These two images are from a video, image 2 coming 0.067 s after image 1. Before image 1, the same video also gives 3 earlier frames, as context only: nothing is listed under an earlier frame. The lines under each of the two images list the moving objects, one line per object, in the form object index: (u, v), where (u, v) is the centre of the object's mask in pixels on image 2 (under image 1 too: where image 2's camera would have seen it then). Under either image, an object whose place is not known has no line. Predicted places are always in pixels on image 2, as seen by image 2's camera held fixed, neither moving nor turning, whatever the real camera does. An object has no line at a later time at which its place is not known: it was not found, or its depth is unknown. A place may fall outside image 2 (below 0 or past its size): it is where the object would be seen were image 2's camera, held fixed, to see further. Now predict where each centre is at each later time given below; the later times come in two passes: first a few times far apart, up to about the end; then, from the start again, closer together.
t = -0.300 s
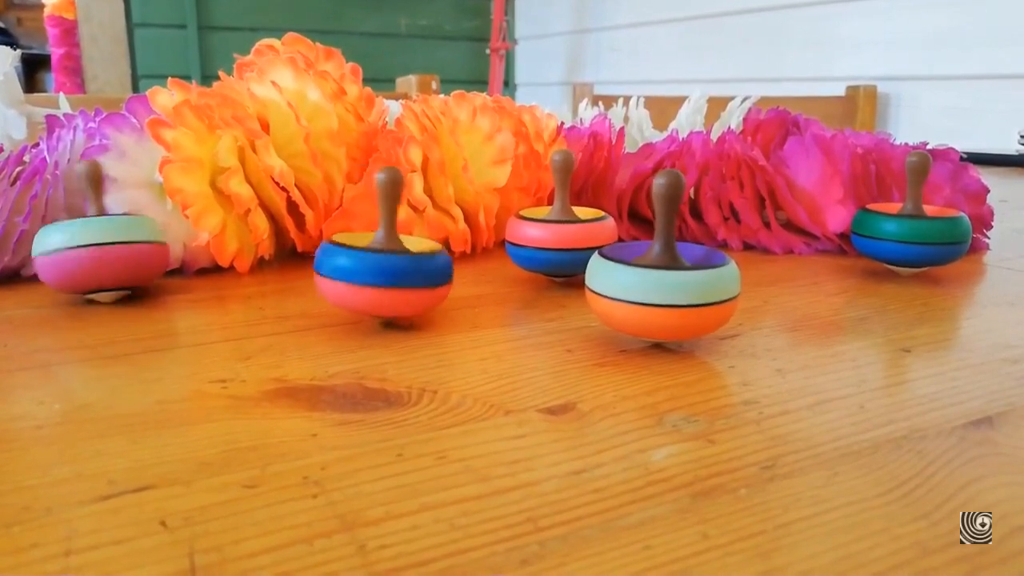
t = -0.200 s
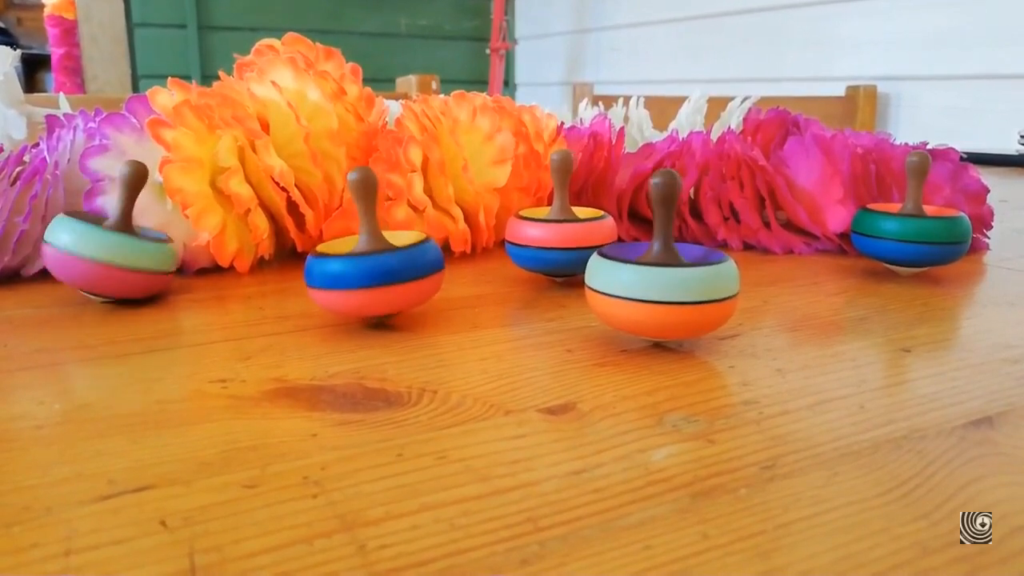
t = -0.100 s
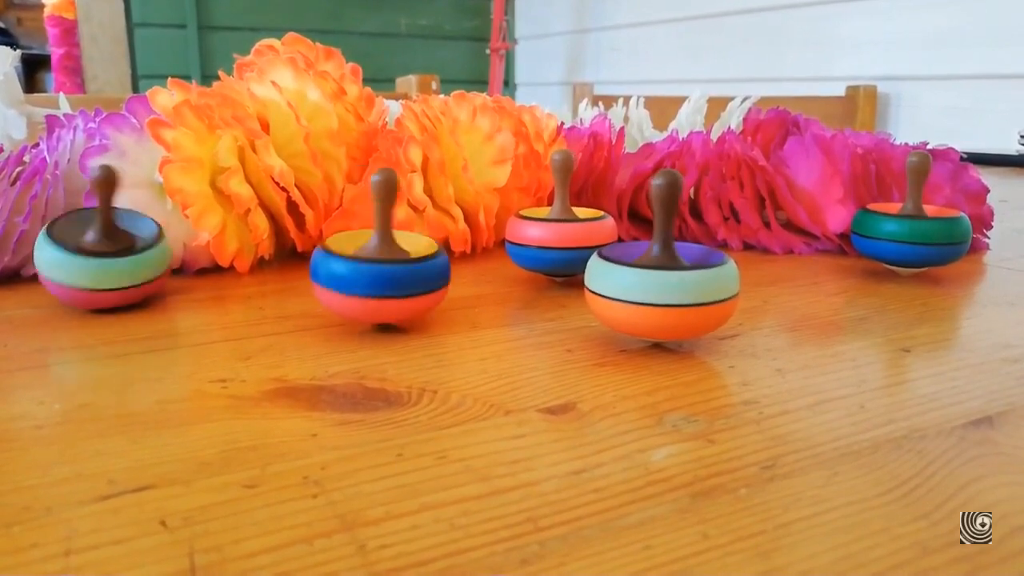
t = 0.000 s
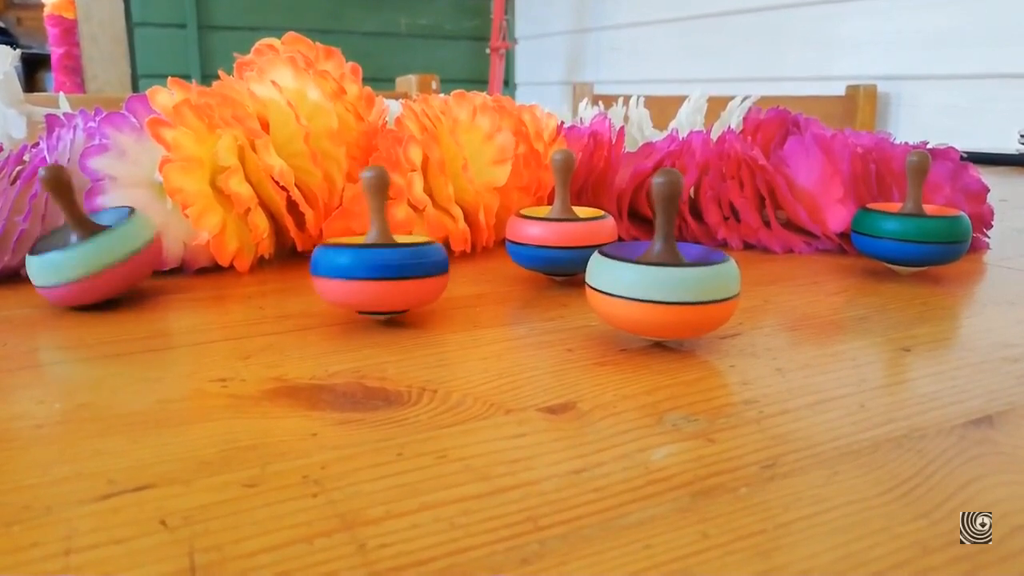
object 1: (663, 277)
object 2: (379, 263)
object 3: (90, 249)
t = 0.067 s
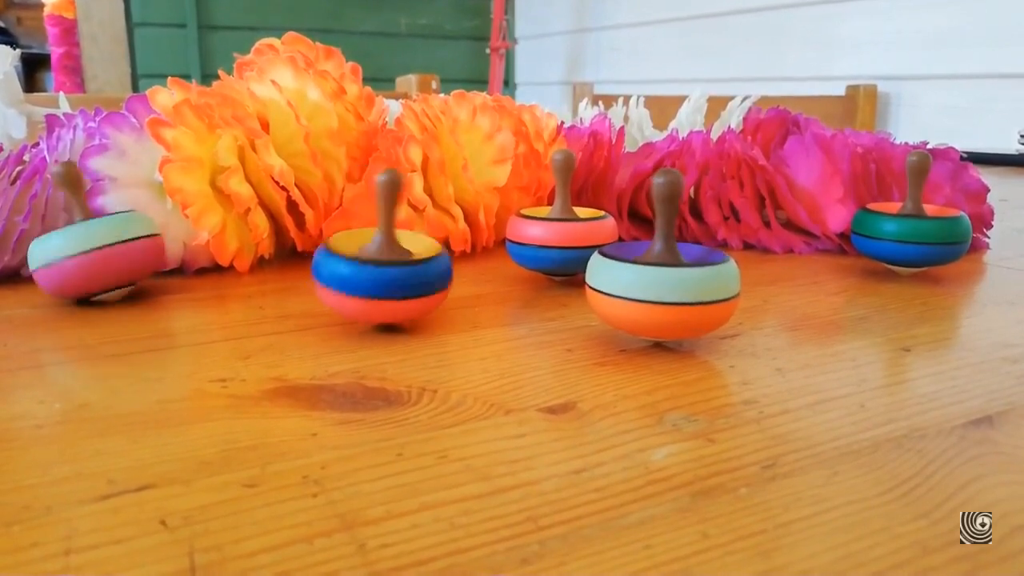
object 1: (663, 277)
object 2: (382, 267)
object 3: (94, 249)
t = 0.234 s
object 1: (661, 278)
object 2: (382, 266)
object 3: (106, 247)
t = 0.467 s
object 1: (663, 278)
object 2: (373, 264)
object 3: (91, 249)
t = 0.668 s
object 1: (663, 278)
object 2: (376, 264)
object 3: (97, 247)
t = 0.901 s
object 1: (662, 277)
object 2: (382, 263)
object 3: (82, 249)
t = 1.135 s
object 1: (663, 277)
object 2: (381, 265)
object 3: (82, 248)
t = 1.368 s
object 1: (661, 277)
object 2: (371, 265)
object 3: (66, 249)
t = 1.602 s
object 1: (663, 277)
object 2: (378, 263)
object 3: (61, 248)
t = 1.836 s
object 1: (661, 277)
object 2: (382, 263)
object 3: (57, 242)
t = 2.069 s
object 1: (662, 278)
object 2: (374, 265)
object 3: (57, 241)
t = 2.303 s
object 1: (662, 277)
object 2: (372, 264)
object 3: (55, 243)
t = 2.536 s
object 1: (663, 278)
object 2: (376, 263)
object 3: (55, 242)
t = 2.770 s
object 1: (663, 277)
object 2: (375, 264)
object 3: (55, 242)
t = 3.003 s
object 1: (662, 277)
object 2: (380, 264)
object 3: (55, 242)
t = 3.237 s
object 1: (661, 278)
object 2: (383, 263)
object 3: (55, 242)
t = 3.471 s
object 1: (662, 277)
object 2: (388, 264)
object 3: (55, 242)
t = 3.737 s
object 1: (661, 277)
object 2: (377, 265)
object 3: (55, 242)
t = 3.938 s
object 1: (660, 277)
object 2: (381, 268)
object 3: (55, 242)
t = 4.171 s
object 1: (659, 279)
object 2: (374, 266)
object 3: (55, 242)
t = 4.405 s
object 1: (663, 279)
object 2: (376, 269)
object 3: (54, 242)
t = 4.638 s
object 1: (662, 278)
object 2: (379, 264)
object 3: (54, 242)
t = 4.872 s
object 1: (668, 279)
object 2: (372, 269)
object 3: (55, 242)
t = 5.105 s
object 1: (672, 278)
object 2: (379, 268)
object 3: (55, 242)
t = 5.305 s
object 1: (652, 277)
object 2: (379, 263)
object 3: (55, 242)
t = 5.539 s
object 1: (660, 280)
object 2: (377, 266)
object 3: (55, 242)
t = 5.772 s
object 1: (672, 278)
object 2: (388, 269)
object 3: (54, 242)
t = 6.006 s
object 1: (659, 273)
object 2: (384, 262)
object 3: (52, 242)
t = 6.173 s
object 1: (668, 285)
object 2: (377, 263)
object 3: (51, 242)
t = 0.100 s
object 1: (662, 278)
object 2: (375, 266)
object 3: (97, 247)
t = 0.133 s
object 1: (663, 277)
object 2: (373, 263)
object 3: (100, 247)
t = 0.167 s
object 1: (662, 277)
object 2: (377, 263)
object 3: (102, 248)
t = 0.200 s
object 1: (663, 278)
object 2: (384, 263)
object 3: (104, 248)
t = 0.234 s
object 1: (661, 278)
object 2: (382, 266)
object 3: (106, 247)
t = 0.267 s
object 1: (663, 277)
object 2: (375, 266)
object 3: (103, 248)
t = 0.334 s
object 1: (663, 278)
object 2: (377, 263)
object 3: (99, 251)
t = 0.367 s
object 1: (661, 278)
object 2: (382, 264)
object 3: (97, 250)
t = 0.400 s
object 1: (663, 278)
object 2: (383, 266)
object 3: (95, 248)
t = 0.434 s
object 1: (661, 277)
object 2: (376, 266)
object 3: (92, 248)
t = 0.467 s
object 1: (663, 278)
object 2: (373, 264)
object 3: (91, 249)
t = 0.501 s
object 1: (661, 277)
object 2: (375, 263)
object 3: (93, 248)
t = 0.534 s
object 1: (663, 278)
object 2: (382, 264)
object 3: (94, 247)
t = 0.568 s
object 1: (662, 277)
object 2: (383, 265)
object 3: (96, 248)
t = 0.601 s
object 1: (663, 277)
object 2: (378, 267)
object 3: (97, 247)
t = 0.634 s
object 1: (662, 277)
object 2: (371, 264)
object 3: (98, 249)
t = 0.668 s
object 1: (663, 278)
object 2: (376, 264)
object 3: (97, 247)
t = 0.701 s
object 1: (662, 277)
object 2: (382, 264)
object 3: (95, 247)
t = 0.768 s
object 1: (662, 277)
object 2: (381, 268)
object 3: (94, 250)
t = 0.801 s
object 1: (663, 278)
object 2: (373, 266)
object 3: (92, 249)
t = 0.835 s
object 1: (661, 277)
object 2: (371, 263)
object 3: (88, 248)
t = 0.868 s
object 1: (663, 277)
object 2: (377, 264)
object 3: (84, 249)
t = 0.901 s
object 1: (662, 277)
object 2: (382, 263)
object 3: (82, 249)
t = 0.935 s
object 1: (663, 278)
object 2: (382, 264)
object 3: (82, 250)
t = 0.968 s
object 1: (662, 277)
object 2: (377, 266)
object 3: (83, 249)
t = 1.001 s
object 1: (663, 278)
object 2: (373, 263)
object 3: (84, 248)
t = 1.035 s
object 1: (661, 278)
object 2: (375, 262)
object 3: (84, 248)
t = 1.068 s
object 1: (663, 278)
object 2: (380, 264)
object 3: (83, 248)
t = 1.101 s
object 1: (661, 278)
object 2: (384, 263)
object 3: (82, 249)
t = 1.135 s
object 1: (663, 277)
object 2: (381, 265)
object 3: (82, 248)
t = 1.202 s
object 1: (663, 278)
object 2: (373, 263)
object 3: (81, 249)
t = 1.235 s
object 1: (661, 277)
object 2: (378, 263)
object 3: (79, 249)
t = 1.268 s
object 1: (663, 278)
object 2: (382, 264)
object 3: (75, 250)
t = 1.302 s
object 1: (661, 277)
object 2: (383, 266)
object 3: (70, 250)
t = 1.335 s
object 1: (663, 277)
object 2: (375, 267)
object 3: (66, 248)
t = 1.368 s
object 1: (661, 277)
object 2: (371, 265)
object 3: (66, 249)
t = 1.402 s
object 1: (663, 277)
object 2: (373, 263)
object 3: (66, 249)
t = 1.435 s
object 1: (661, 277)
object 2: (381, 265)
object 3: (66, 246)
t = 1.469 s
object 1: (663, 278)
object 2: (384, 264)
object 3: (66, 247)
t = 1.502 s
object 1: (661, 277)
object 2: (380, 266)
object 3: (65, 247)
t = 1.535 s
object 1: (663, 277)
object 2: (372, 266)
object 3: (64, 248)
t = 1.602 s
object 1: (663, 277)
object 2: (378, 263)
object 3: (61, 248)
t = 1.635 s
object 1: (661, 277)
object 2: (386, 264)
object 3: (61, 247)
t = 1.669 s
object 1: (663, 277)
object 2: (386, 266)
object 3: (60, 246)
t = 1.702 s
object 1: (661, 277)
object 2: (378, 268)
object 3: (60, 246)
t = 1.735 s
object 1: (663, 278)
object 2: (372, 266)
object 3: (59, 245)
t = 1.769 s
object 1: (661, 277)
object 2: (372, 263)
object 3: (58, 244)
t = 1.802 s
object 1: (663, 278)
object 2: (379, 263)
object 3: (57, 243)
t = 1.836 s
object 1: (661, 277)
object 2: (382, 263)
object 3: (57, 242)
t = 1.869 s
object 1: (661, 277)
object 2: (375, 265)
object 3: (57, 241)
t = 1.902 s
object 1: (663, 277)
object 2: (373, 263)
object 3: (57, 241)
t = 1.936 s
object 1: (661, 277)
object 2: (374, 263)
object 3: (57, 240)
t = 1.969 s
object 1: (663, 277)
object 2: (381, 264)
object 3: (57, 240)
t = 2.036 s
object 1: (663, 277)
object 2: (381, 265)
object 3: (57, 241)
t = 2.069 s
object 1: (662, 278)
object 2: (374, 265)
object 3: (57, 241)
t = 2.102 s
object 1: (663, 277)
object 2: (373, 263)
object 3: (57, 241)
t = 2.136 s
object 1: (662, 277)
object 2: (377, 262)
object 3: (56, 241)
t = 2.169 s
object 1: (663, 277)
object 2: (381, 264)
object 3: (56, 242)
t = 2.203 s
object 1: (662, 278)
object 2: (380, 266)
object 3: (56, 242)
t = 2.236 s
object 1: (662, 277)
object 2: (374, 265)
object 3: (55, 242)
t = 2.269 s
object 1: (662, 277)
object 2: (371, 265)
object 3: (55, 242)
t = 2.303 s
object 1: (662, 277)
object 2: (372, 264)
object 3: (55, 243)
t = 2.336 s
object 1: (662, 277)
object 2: (379, 264)
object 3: (55, 242)
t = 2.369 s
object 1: (662, 277)
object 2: (383, 263)
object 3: (55, 242)
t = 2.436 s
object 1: (662, 277)
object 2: (380, 266)
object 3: (55, 242)
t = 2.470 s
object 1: (663, 278)
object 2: (375, 265)
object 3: (55, 242)
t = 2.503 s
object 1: (661, 277)
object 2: (373, 264)
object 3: (55, 242)
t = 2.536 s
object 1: (663, 278)
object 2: (376, 263)
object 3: (55, 242)
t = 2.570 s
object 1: (661, 277)
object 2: (381, 263)
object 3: (55, 242)
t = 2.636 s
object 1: (663, 277)
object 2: (383, 264)
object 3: (55, 242)
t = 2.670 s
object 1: (661, 277)
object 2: (379, 267)
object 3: (55, 242)
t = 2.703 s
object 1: (663, 277)
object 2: (372, 266)
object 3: (55, 242)
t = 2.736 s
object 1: (661, 277)
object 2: (371, 264)
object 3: (55, 242)
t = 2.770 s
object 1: (663, 277)
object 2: (375, 264)
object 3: (55, 242)
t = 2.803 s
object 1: (661, 278)
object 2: (382, 264)
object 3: (55, 242)
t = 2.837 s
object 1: (663, 277)
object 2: (385, 264)
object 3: (55, 242)
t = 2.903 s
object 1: (662, 277)
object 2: (375, 267)
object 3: (55, 242)
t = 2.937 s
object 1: (662, 277)
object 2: (371, 263)
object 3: (55, 242)
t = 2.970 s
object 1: (662, 277)
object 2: (374, 263)
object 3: (55, 242)
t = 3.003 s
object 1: (662, 277)
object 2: (380, 264)
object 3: (55, 242)
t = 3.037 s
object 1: (662, 278)
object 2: (386, 264)
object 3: (55, 242)
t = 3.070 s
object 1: (663, 277)
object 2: (383, 265)
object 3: (55, 242)
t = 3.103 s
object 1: (661, 278)
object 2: (377, 267)
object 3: (55, 242)
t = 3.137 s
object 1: (663, 278)
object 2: (371, 264)
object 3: (55, 242)
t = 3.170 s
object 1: (661, 278)
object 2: (373, 263)
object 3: (55, 242)
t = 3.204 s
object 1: (663, 278)
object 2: (378, 263)
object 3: (55, 242)
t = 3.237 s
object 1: (661, 278)
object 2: (383, 263)
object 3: (55, 242)
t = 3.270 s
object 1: (663, 277)
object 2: (382, 265)
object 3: (55, 242)
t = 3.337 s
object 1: (663, 277)
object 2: (373, 266)
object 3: (55, 242)
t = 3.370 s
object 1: (661, 277)
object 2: (371, 263)
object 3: (55, 242)
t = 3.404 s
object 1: (662, 277)
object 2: (377, 263)
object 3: (55, 242)
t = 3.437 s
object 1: (662, 277)
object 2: (383, 263)
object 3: (55, 242)
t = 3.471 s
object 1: (662, 277)
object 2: (388, 264)
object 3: (55, 242)
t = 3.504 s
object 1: (663, 278)
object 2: (383, 267)
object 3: (55, 242)
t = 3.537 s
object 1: (662, 278)
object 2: (376, 267)
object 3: (55, 242)
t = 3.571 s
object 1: (663, 278)
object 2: (370, 265)
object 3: (55, 242)
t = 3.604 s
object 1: (661, 278)
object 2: (372, 264)
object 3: (55, 242)
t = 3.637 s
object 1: (663, 278)
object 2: (378, 262)
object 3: (55, 242)
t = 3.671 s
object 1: (660, 277)
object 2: (382, 263)
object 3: (55, 242)
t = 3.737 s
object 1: (661, 277)
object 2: (377, 265)
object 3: (55, 242)
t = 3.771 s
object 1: (664, 278)
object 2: (373, 264)
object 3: (55, 242)
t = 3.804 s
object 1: (663, 278)
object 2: (372, 263)
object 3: (55, 242)
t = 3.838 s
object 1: (663, 278)
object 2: (378, 265)
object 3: (55, 242)
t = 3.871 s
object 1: (662, 278)
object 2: (384, 263)
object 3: (55, 242)
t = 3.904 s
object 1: (660, 278)
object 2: (386, 264)
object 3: (55, 242)
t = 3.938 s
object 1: (660, 277)
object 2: (381, 268)
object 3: (55, 242)
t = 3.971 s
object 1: (659, 276)
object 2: (373, 266)
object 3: (55, 242)
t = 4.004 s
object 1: (663, 276)
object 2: (371, 264)
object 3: (55, 242)
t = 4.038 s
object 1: (664, 277)
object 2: (372, 263)
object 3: (55, 242)
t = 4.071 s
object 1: (669, 278)
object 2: (379, 263)
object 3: (55, 242)
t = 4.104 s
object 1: (667, 280)
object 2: (381, 263)
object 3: (55, 242)
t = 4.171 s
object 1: (659, 279)
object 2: (374, 266)
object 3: (55, 242)
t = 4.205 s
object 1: (656, 277)
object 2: (370, 264)
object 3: (54, 242)
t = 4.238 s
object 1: (656, 276)
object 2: (372, 263)
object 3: (54, 242)
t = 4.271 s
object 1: (661, 276)
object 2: (377, 264)
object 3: (54, 242)
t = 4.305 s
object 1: (666, 277)
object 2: (385, 264)
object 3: (54, 242)
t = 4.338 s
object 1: (668, 277)
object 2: (388, 265)
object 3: (54, 242)
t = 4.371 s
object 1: (669, 278)
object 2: (384, 268)
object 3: (54, 242)
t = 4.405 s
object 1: (663, 279)
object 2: (376, 269)
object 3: (54, 242)
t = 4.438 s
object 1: (662, 278)
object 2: (369, 266)
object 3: (54, 242)
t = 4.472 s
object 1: (658, 278)
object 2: (369, 263)
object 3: (54, 242)
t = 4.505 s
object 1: (660, 276)
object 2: (373, 263)
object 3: (54, 242)
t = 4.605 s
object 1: (663, 278)
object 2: (382, 263)
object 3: (54, 242)
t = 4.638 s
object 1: (662, 278)
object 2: (379, 264)
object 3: (54, 242)
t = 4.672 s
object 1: (660, 278)
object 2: (376, 263)
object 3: (55, 242)
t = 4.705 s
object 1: (657, 277)
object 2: (377, 262)
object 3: (55, 242)
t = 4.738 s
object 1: (660, 276)
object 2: (378, 262)
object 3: (55, 242)
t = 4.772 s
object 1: (661, 276)
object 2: (382, 263)
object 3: (55, 242)
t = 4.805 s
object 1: (667, 277)
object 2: (382, 265)
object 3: (55, 242)
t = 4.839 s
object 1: (668, 278)
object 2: (379, 268)
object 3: (55, 242)
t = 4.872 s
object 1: (668, 279)
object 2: (372, 269)
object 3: (55, 242)
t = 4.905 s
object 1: (662, 281)
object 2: (367, 265)
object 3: (55, 242)
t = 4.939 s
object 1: (656, 279)
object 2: (369, 264)
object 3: (55, 242)
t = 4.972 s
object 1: (653, 278)
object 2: (376, 264)
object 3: (55, 242)
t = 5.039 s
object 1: (660, 276)
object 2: (388, 264)
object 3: (55, 242)
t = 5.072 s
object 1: (664, 276)
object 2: (387, 266)
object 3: (55, 242)
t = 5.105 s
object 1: (672, 278)
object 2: (379, 268)
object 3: (55, 242)
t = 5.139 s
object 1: (671, 279)
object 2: (374, 266)
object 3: (55, 242)
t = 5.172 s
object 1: (669, 280)
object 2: (372, 264)
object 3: (55, 242)
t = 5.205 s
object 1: (662, 282)
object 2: (373, 263)
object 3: (55, 242)
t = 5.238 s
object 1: (655, 279)
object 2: (377, 262)
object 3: (55, 242)
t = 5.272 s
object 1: (652, 278)
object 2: (378, 262)
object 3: (55, 242)
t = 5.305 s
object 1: (652, 277)
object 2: (379, 263)
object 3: (55, 242)
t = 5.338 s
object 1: (658, 276)
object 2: (378, 263)
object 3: (55, 242)
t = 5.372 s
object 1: (662, 276)
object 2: (378, 262)
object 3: (55, 242)
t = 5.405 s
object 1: (670, 277)
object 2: (380, 262)
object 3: (55, 242)
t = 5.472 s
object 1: (671, 280)
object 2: (383, 264)
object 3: (55, 242)
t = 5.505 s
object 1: (665, 281)
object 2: (380, 265)
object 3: (55, 242)
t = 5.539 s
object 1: (660, 280)
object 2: (377, 266)
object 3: (55, 242)
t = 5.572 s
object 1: (655, 279)
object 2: (372, 267)
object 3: (55, 242)
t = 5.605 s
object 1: (651, 277)
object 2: (369, 263)
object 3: (55, 242)
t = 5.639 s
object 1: (655, 276)
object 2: (373, 263)
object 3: (55, 242)
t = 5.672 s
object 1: (657, 275)
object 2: (379, 264)
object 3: (54, 242)
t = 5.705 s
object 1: (665, 277)
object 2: (388, 266)
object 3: (54, 242)
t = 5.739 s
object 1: (669, 277)
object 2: (392, 266)
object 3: (54, 242)
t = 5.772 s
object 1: (672, 278)
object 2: (388, 269)
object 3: (54, 242)
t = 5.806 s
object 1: (670, 281)
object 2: (380, 271)
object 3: (53, 242)
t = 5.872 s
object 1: (660, 281)
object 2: (368, 265)
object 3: (53, 242)
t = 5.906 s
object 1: (652, 279)
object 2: (370, 264)
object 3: (53, 242)
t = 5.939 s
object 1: (651, 277)
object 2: (377, 264)
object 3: (52, 242)
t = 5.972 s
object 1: (651, 276)
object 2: (381, 264)
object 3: (52, 242)
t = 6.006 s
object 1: (659, 273)
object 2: (384, 262)
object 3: (52, 242)
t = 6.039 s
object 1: (666, 277)
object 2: (384, 264)
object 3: (52, 242)
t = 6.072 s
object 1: (673, 279)
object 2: (380, 264)
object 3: (52, 242)
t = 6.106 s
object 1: (678, 280)
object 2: (378, 264)
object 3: (51, 242)
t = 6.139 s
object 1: (674, 282)
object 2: (377, 263)
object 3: (51, 242)
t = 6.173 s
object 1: (668, 285)
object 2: (377, 263)
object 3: (51, 242)
